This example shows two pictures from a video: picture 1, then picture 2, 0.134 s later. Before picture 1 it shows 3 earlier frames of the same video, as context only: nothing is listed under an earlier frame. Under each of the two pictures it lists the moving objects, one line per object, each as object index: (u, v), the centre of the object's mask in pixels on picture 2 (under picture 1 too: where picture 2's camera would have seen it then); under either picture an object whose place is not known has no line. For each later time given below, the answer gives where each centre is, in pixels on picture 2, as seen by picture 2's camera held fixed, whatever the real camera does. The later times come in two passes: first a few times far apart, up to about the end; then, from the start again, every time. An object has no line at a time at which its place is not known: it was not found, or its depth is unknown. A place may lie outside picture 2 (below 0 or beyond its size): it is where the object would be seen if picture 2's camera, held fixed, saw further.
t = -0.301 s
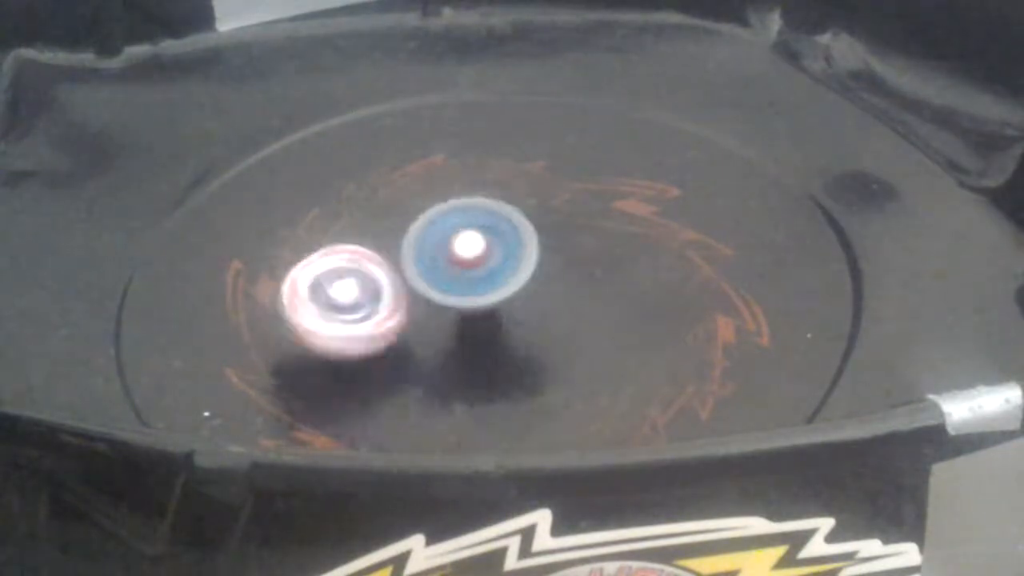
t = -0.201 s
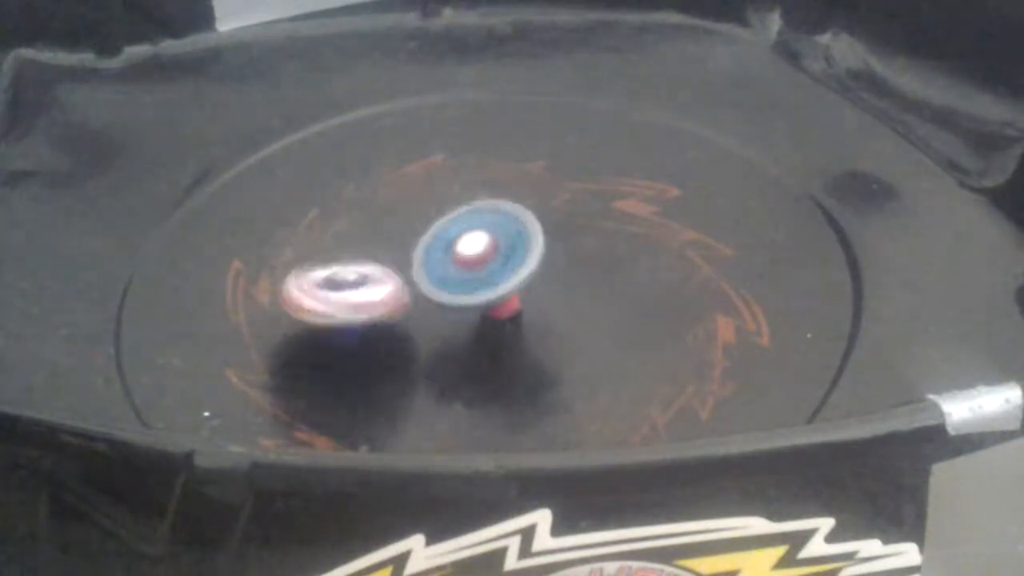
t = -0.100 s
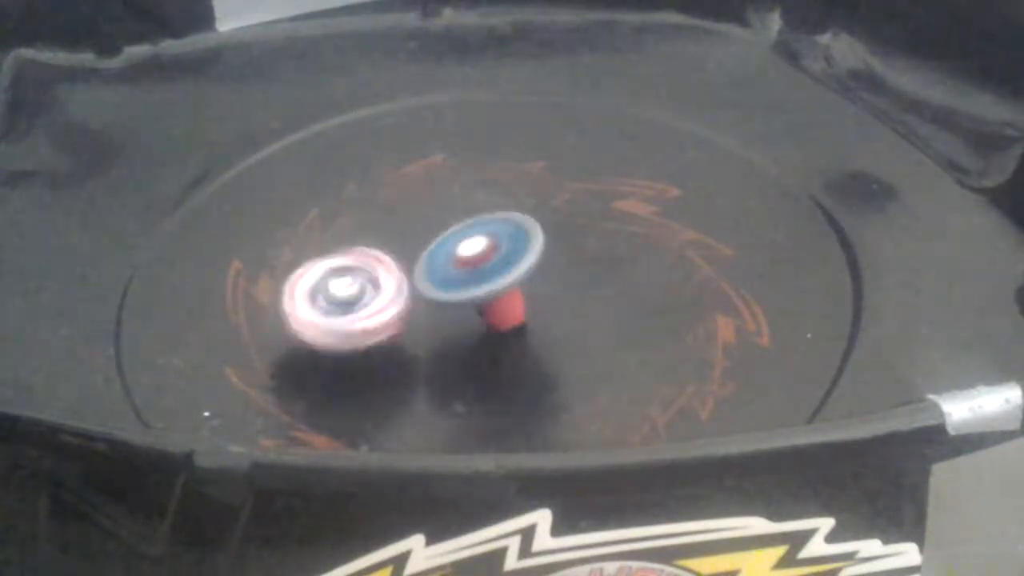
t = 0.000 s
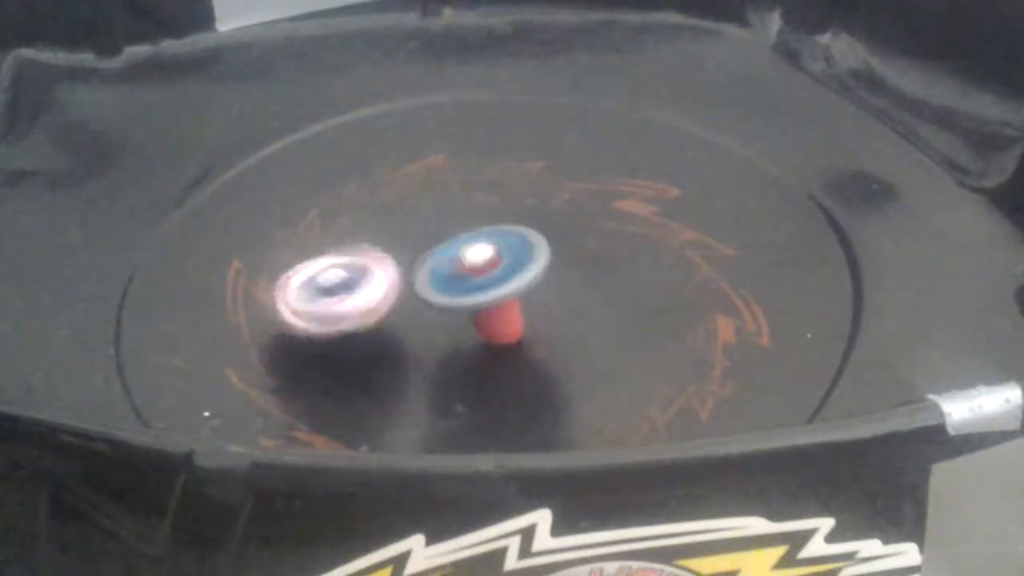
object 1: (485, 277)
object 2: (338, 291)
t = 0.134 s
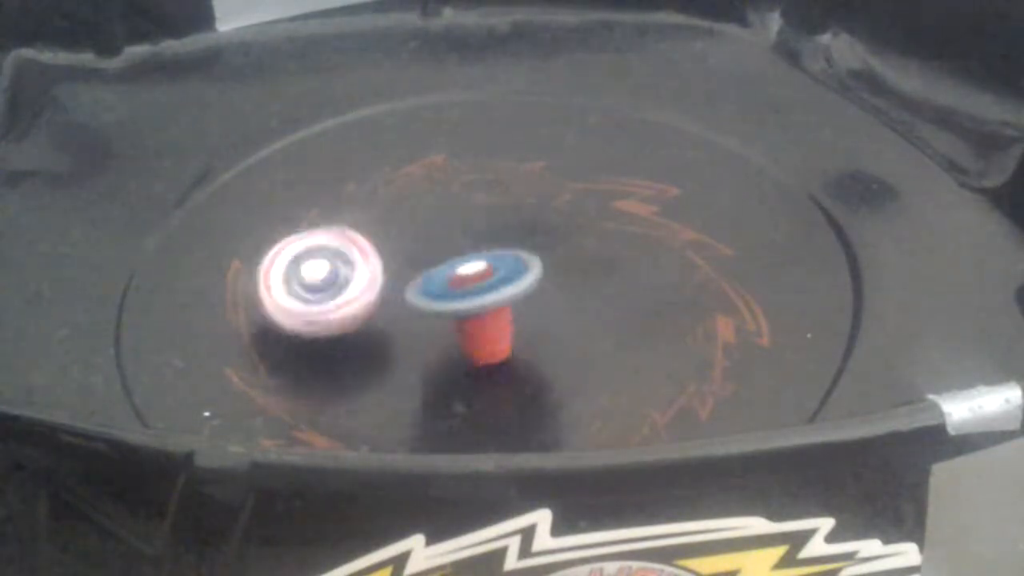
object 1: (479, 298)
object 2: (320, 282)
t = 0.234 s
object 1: (461, 299)
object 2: (313, 270)
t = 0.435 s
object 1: (440, 275)
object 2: (330, 258)
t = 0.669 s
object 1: (479, 258)
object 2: (366, 263)
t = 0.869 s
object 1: (619, 285)
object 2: (380, 270)
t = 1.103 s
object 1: (623, 342)
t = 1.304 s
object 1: (478, 369)
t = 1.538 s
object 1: (350, 327)
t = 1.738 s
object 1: (345, 327)
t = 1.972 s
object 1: (380, 302)
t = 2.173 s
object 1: (409, 328)
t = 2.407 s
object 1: (378, 336)
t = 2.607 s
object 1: (365, 306)
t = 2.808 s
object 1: (365, 320)
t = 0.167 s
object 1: (473, 300)
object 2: (318, 278)
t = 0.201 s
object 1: (468, 300)
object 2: (316, 273)
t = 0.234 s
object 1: (461, 299)
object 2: (313, 270)
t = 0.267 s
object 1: (454, 298)
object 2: (311, 267)
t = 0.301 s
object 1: (448, 295)
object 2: (310, 263)
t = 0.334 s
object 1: (445, 290)
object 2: (313, 259)
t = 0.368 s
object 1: (441, 284)
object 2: (318, 257)
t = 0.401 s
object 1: (439, 280)
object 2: (324, 257)
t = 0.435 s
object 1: (440, 275)
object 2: (330, 258)
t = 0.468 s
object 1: (441, 270)
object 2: (334, 258)
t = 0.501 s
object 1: (443, 264)
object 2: (335, 258)
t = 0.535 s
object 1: (446, 260)
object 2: (340, 261)
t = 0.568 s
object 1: (450, 258)
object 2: (345, 264)
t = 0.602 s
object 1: (457, 257)
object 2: (351, 263)
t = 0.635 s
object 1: (465, 257)
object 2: (358, 263)
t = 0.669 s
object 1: (479, 258)
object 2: (366, 263)
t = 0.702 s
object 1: (499, 259)
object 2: (374, 261)
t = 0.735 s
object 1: (522, 262)
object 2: (377, 261)
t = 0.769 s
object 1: (548, 266)
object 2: (377, 265)
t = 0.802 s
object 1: (574, 272)
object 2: (380, 266)
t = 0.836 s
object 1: (598, 278)
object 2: (381, 266)
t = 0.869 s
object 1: (619, 285)
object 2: (380, 270)
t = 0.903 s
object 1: (635, 293)
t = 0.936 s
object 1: (645, 300)
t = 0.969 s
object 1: (649, 309)
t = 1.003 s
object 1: (649, 318)
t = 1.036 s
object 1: (645, 326)
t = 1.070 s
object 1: (636, 335)
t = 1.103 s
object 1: (623, 342)
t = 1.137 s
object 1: (603, 348)
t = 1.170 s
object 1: (582, 357)
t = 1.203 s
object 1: (560, 364)
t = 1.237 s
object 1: (533, 368)
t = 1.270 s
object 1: (505, 367)
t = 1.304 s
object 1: (478, 369)
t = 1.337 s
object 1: (449, 361)
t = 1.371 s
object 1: (422, 355)
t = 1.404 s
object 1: (397, 353)
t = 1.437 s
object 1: (378, 341)
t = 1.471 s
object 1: (362, 329)
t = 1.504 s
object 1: (355, 326)
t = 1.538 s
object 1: (350, 327)
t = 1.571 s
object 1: (345, 329)
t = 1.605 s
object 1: (341, 329)
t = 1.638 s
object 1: (340, 329)
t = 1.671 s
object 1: (342, 329)
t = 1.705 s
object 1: (344, 327)
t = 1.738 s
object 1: (345, 327)
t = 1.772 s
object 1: (348, 327)
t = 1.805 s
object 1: (355, 326)
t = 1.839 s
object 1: (363, 317)
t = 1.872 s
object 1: (367, 313)
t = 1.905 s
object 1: (374, 307)
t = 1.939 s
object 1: (377, 303)
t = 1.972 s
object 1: (380, 302)
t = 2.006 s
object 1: (384, 302)
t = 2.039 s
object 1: (388, 301)
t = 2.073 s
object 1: (389, 304)
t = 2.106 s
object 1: (393, 315)
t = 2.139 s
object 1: (403, 324)
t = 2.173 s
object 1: (409, 328)
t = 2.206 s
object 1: (414, 335)
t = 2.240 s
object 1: (413, 341)
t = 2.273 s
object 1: (410, 344)
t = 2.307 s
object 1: (400, 346)
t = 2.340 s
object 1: (393, 347)
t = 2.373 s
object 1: (387, 345)
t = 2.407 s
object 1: (378, 336)
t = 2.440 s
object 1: (373, 333)
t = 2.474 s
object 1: (370, 321)
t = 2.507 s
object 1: (366, 316)
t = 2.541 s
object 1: (364, 312)
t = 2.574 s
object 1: (365, 310)
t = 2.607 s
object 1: (365, 306)
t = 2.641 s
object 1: (363, 306)
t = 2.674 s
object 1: (361, 308)
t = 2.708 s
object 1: (360, 309)
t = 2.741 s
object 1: (362, 313)
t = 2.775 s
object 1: (365, 317)
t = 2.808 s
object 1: (365, 320)
